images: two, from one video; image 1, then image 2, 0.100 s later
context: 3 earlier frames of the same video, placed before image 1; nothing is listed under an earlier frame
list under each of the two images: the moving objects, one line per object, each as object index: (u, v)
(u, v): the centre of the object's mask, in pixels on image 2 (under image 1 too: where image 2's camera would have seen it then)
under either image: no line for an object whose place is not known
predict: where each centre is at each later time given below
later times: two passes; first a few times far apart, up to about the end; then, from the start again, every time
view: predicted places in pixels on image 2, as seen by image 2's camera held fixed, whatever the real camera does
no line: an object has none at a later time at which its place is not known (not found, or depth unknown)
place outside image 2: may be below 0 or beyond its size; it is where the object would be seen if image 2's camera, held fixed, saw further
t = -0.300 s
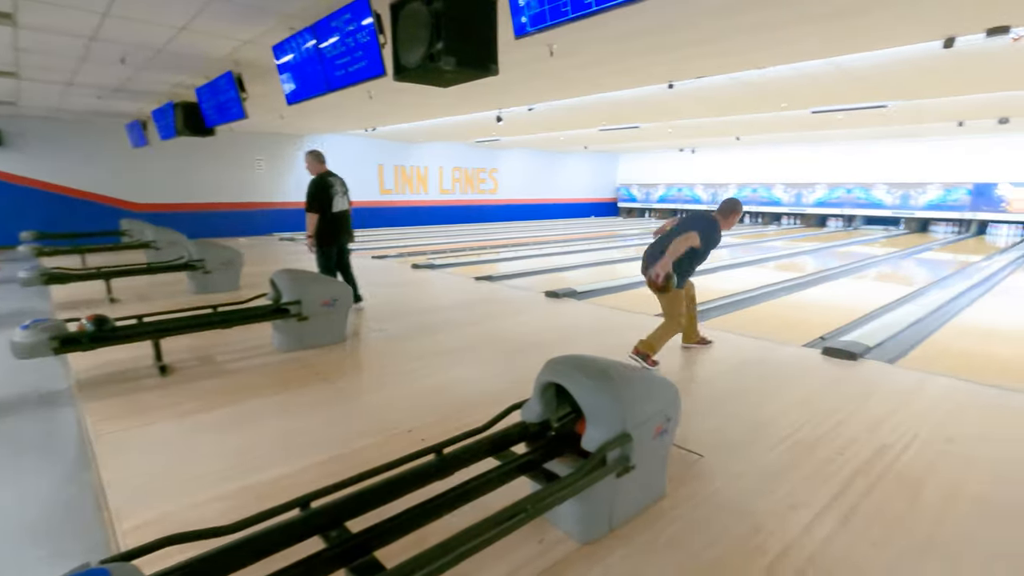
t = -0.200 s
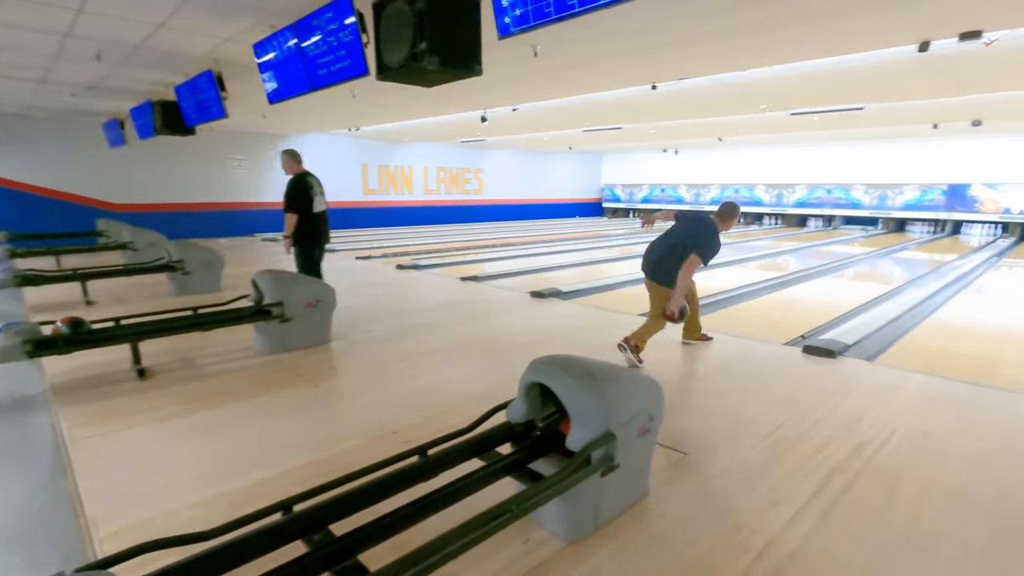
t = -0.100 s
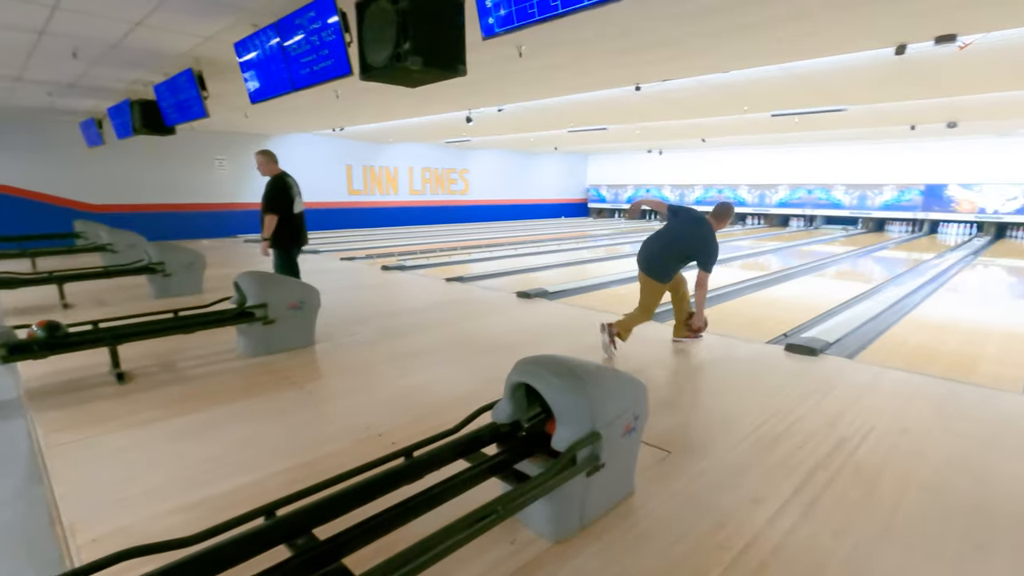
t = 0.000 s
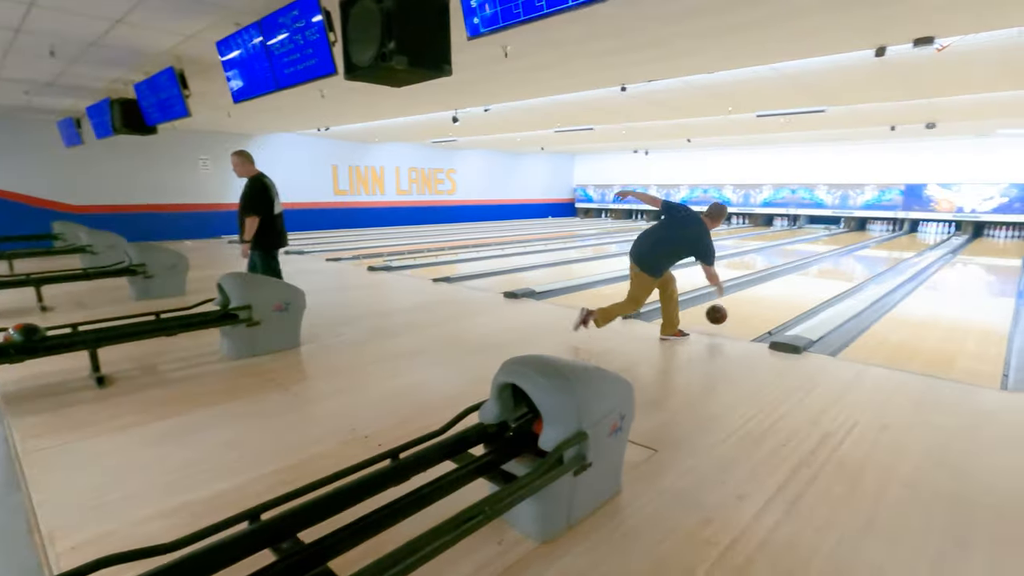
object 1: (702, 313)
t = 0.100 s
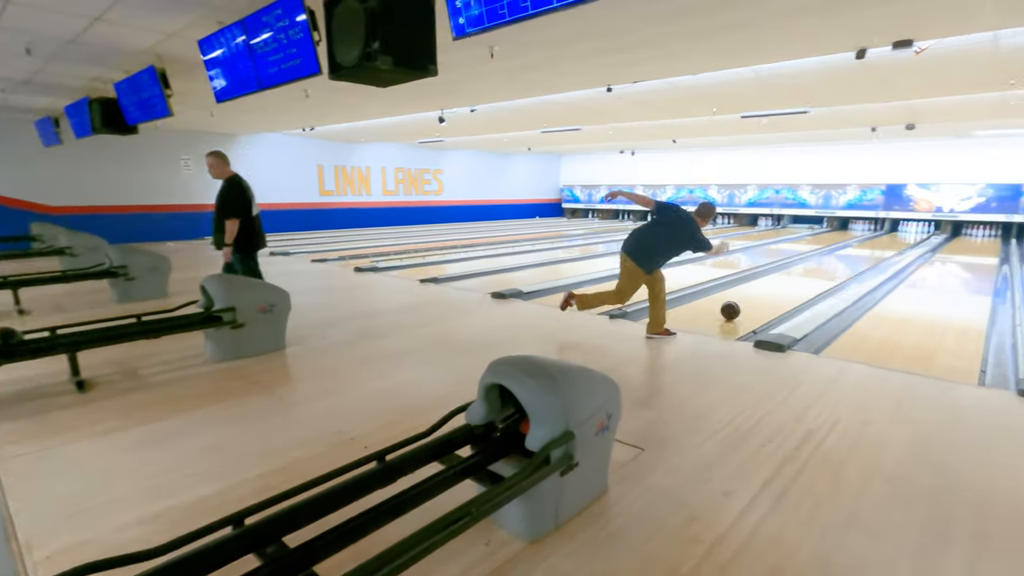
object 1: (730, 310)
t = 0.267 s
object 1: (768, 295)
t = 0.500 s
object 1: (807, 280)
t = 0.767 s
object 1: (839, 268)
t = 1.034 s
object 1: (862, 258)
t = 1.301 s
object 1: (880, 251)
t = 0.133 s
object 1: (738, 307)
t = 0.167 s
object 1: (746, 304)
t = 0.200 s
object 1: (754, 301)
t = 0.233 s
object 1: (761, 298)
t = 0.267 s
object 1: (768, 295)
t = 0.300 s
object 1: (774, 293)
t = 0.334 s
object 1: (780, 290)
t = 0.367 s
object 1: (786, 288)
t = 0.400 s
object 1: (792, 286)
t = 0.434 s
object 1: (797, 284)
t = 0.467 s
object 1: (802, 282)
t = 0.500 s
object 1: (807, 280)
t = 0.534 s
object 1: (812, 278)
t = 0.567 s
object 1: (816, 276)
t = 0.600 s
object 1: (820, 275)
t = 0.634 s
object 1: (824, 273)
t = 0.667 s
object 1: (828, 272)
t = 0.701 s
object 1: (832, 270)
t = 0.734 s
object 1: (835, 269)
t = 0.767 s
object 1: (839, 268)
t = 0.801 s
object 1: (842, 266)
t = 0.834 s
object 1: (846, 265)
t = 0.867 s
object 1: (848, 264)
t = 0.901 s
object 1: (851, 262)
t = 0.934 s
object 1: (854, 261)
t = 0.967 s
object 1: (857, 260)
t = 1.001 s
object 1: (859, 259)
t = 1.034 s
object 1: (862, 258)
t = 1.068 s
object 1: (865, 257)
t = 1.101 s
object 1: (867, 256)
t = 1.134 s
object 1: (869, 255)
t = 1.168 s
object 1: (872, 254)
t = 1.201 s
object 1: (874, 253)
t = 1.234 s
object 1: (876, 252)
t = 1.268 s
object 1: (878, 252)
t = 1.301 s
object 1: (880, 251)
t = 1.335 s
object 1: (882, 250)
